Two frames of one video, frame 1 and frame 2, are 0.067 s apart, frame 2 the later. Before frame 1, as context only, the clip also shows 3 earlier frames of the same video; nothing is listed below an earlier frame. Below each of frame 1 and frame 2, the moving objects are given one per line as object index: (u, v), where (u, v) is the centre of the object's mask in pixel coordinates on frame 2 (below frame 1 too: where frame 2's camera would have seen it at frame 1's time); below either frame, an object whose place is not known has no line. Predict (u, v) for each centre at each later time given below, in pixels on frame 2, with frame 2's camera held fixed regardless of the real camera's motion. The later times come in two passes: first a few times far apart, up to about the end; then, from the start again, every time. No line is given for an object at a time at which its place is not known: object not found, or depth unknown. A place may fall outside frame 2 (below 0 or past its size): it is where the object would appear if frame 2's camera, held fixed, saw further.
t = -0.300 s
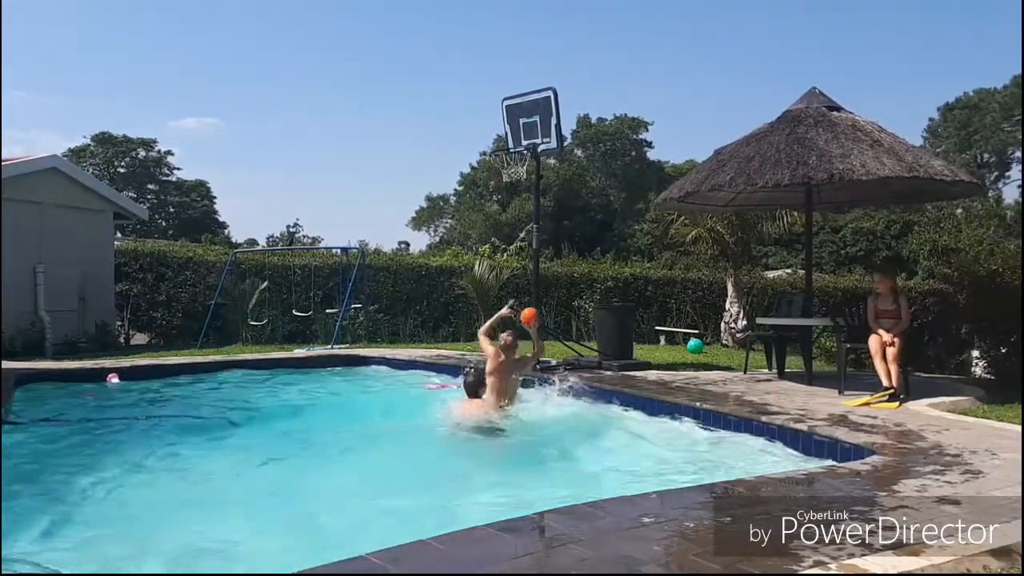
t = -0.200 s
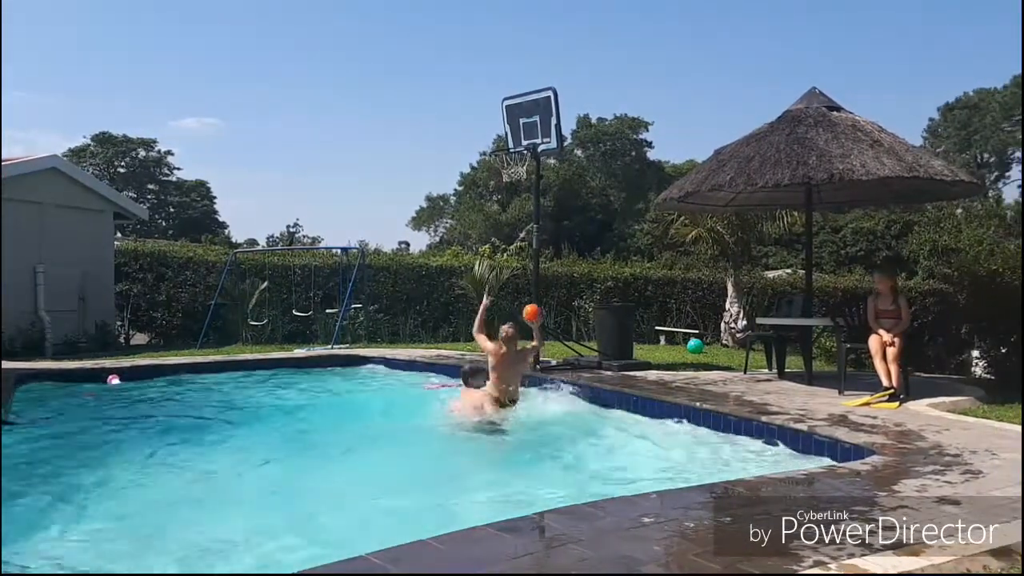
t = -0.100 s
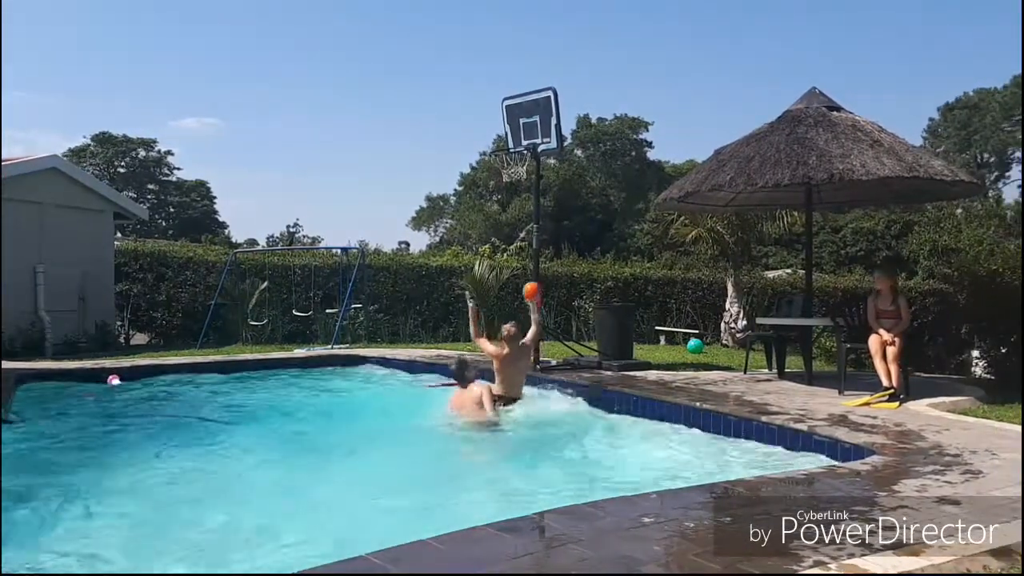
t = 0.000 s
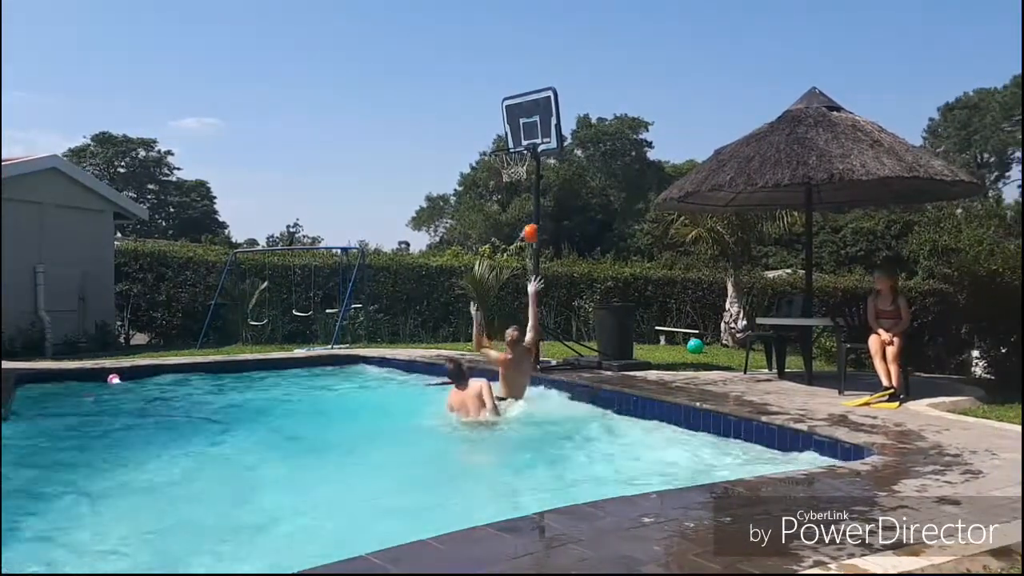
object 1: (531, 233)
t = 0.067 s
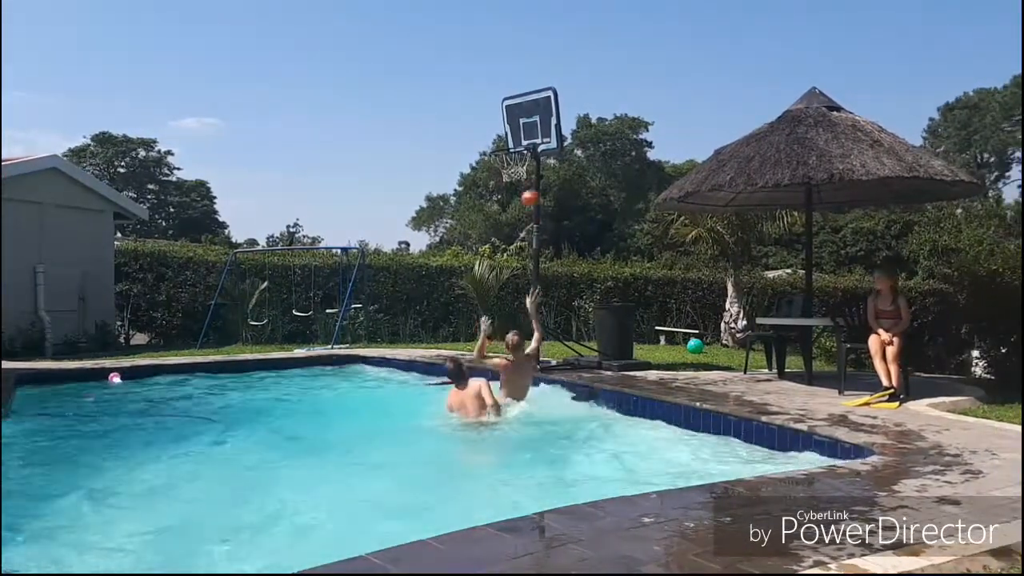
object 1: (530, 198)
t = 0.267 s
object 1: (529, 129)
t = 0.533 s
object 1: (524, 105)
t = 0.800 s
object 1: (504, 142)
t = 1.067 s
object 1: (501, 138)
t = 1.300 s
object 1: (496, 157)
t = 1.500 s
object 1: (490, 224)
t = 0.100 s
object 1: (529, 184)
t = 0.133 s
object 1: (529, 170)
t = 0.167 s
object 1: (528, 156)
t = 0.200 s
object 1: (529, 145)
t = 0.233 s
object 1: (529, 136)
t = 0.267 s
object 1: (529, 129)
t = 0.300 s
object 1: (528, 119)
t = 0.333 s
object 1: (528, 112)
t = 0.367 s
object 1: (527, 108)
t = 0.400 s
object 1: (527, 106)
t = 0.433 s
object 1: (527, 105)
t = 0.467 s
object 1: (527, 105)
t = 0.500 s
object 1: (526, 106)
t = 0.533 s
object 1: (524, 105)
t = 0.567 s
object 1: (522, 106)
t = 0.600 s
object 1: (518, 107)
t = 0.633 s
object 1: (516, 109)
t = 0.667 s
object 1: (512, 117)
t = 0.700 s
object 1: (510, 122)
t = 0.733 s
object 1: (505, 131)
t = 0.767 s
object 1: (505, 140)
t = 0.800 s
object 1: (504, 142)
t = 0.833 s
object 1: (504, 142)
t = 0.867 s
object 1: (504, 142)
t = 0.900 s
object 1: (503, 142)
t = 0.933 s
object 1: (503, 144)
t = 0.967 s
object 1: (502, 144)
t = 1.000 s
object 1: (502, 141)
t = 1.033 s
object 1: (501, 139)
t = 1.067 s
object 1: (501, 138)
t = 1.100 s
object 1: (500, 138)
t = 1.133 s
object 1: (500, 138)
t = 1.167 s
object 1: (500, 138)
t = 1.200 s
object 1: (499, 141)
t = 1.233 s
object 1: (498, 145)
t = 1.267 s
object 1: (498, 148)
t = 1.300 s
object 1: (496, 157)
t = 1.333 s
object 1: (494, 165)
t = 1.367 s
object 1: (494, 175)
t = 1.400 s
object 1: (492, 183)
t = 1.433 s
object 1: (493, 197)
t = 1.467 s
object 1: (491, 211)
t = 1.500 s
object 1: (490, 224)
